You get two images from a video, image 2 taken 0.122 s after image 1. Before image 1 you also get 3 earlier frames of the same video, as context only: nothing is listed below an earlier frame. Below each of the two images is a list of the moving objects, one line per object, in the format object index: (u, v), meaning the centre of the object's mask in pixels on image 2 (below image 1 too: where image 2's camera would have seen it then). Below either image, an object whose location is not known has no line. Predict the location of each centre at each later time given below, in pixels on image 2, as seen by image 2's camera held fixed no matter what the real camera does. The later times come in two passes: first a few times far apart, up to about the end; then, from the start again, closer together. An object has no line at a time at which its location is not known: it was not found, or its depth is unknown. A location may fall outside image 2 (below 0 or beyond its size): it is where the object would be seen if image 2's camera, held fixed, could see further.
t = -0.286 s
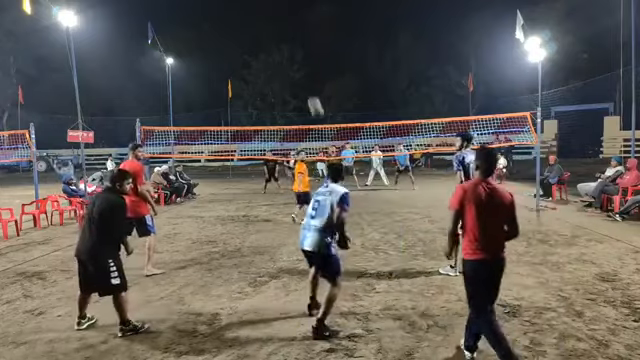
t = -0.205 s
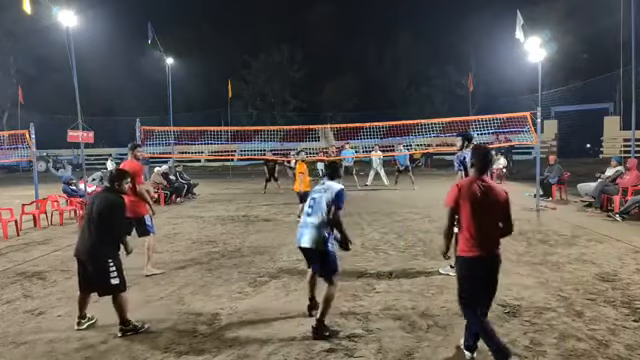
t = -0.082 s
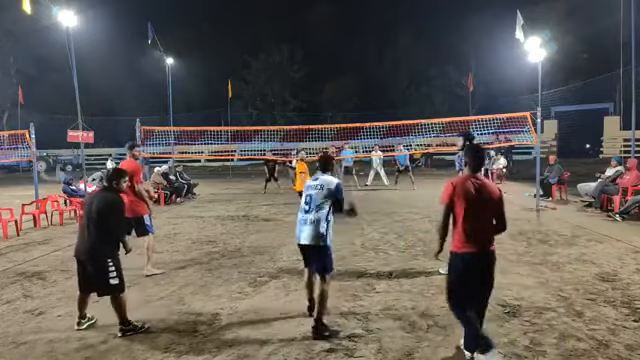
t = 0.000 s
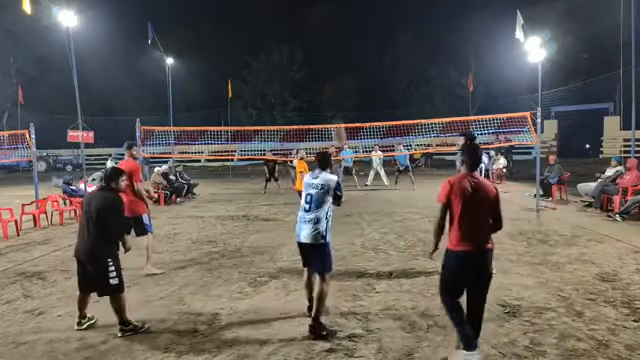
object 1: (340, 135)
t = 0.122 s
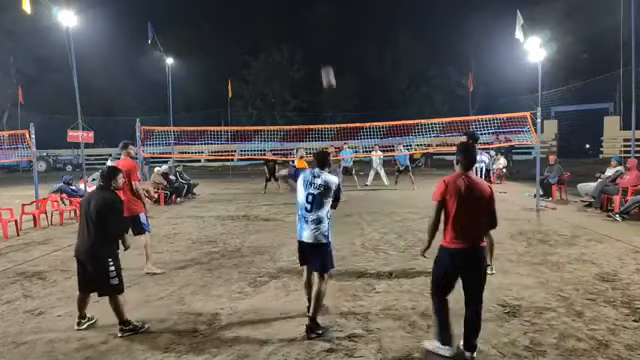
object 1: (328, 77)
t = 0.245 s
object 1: (320, 42)
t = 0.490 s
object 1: (309, 16)
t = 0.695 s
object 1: (302, 20)
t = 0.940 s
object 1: (298, 43)
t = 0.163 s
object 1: (325, 64)
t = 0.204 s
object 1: (322, 52)
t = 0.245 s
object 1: (320, 42)
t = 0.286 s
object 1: (318, 35)
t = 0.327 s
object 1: (316, 28)
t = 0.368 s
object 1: (314, 24)
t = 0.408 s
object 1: (312, 20)
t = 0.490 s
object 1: (309, 16)
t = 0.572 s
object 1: (306, 16)
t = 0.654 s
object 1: (303, 18)
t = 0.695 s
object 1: (302, 20)
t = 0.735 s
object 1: (301, 23)
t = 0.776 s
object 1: (300, 26)
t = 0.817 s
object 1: (299, 30)
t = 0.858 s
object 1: (299, 34)
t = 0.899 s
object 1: (298, 38)
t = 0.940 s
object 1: (298, 43)
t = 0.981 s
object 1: (298, 48)
